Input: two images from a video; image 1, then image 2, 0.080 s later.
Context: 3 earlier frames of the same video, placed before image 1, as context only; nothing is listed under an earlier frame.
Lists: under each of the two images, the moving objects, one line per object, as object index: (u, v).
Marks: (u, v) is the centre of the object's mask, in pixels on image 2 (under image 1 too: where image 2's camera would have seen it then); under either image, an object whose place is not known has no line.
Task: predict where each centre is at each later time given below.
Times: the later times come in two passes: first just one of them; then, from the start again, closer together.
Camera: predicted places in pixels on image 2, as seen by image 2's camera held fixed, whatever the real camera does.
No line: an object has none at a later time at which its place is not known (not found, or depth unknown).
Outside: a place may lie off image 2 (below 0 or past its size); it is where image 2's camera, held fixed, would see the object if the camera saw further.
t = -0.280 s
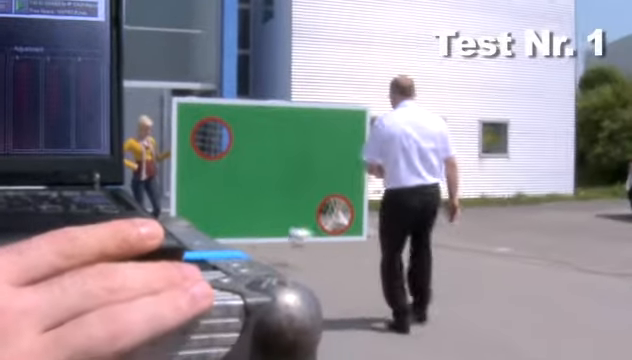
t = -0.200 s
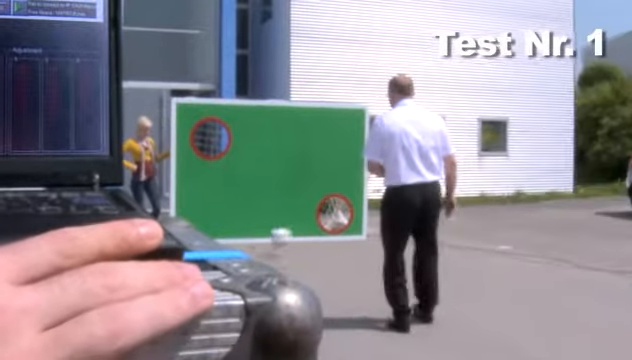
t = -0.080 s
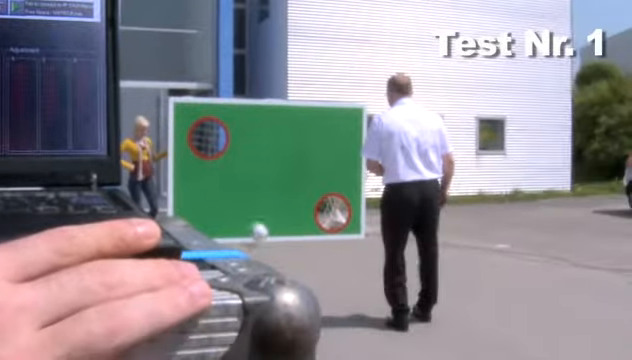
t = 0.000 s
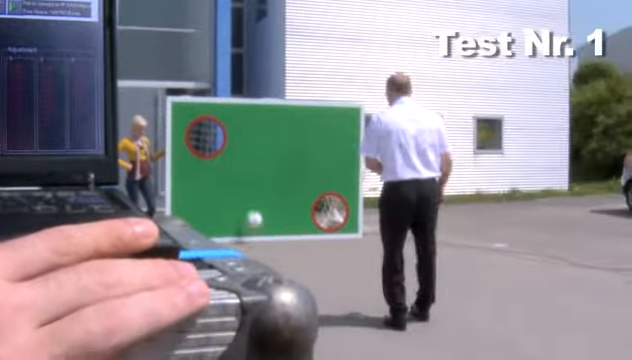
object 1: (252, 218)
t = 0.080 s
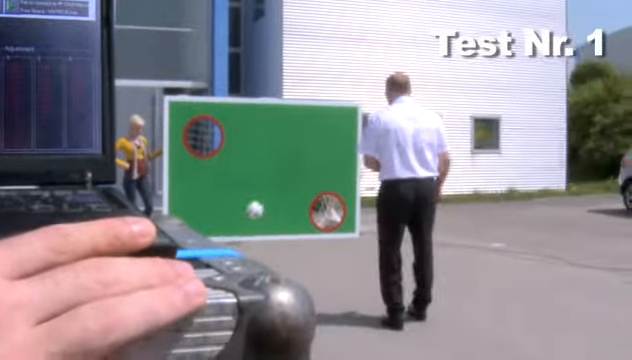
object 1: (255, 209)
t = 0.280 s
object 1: (261, 208)
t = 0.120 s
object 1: (256, 207)
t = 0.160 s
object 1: (258, 205)
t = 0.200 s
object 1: (260, 205)
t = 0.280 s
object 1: (261, 208)
